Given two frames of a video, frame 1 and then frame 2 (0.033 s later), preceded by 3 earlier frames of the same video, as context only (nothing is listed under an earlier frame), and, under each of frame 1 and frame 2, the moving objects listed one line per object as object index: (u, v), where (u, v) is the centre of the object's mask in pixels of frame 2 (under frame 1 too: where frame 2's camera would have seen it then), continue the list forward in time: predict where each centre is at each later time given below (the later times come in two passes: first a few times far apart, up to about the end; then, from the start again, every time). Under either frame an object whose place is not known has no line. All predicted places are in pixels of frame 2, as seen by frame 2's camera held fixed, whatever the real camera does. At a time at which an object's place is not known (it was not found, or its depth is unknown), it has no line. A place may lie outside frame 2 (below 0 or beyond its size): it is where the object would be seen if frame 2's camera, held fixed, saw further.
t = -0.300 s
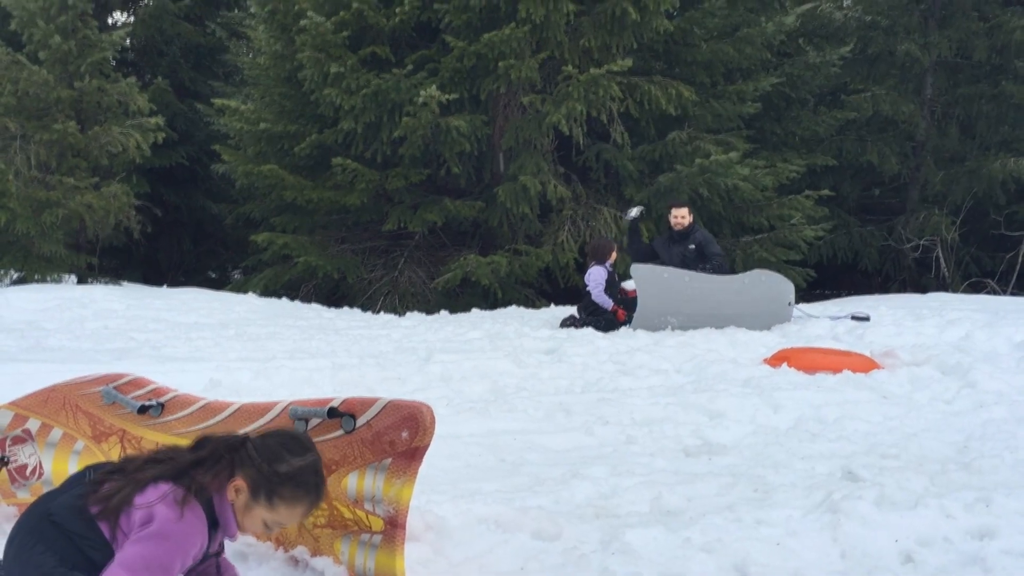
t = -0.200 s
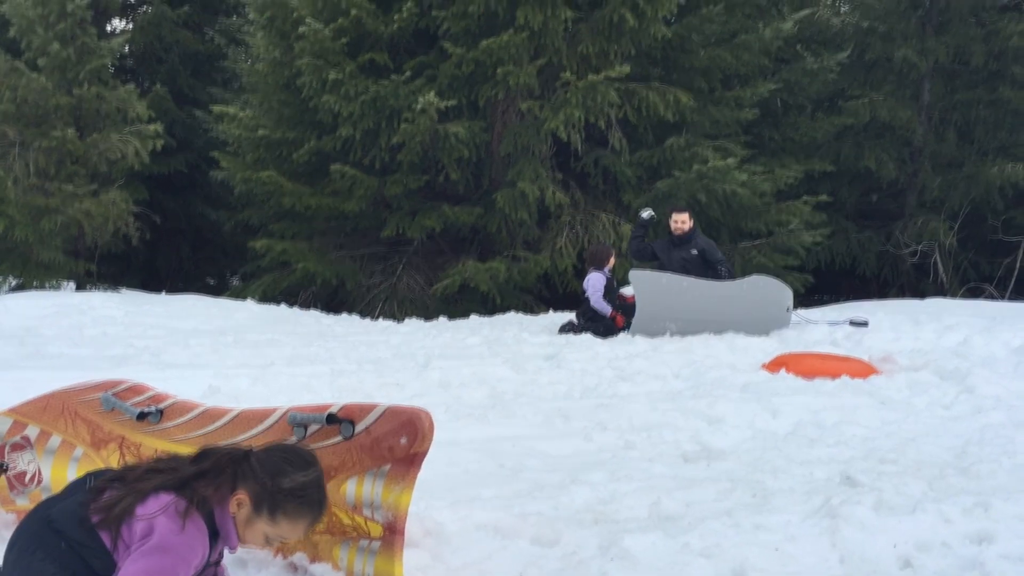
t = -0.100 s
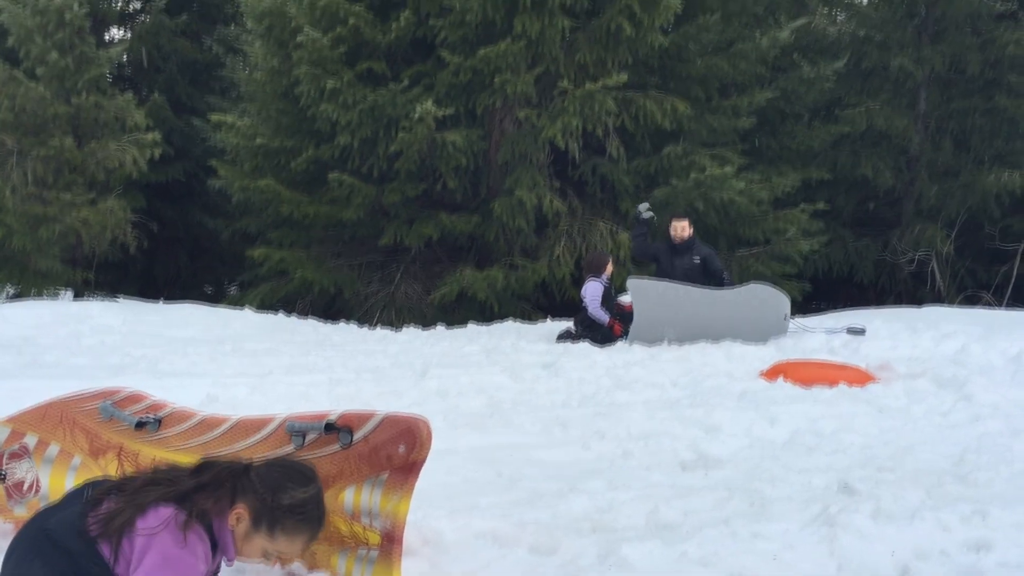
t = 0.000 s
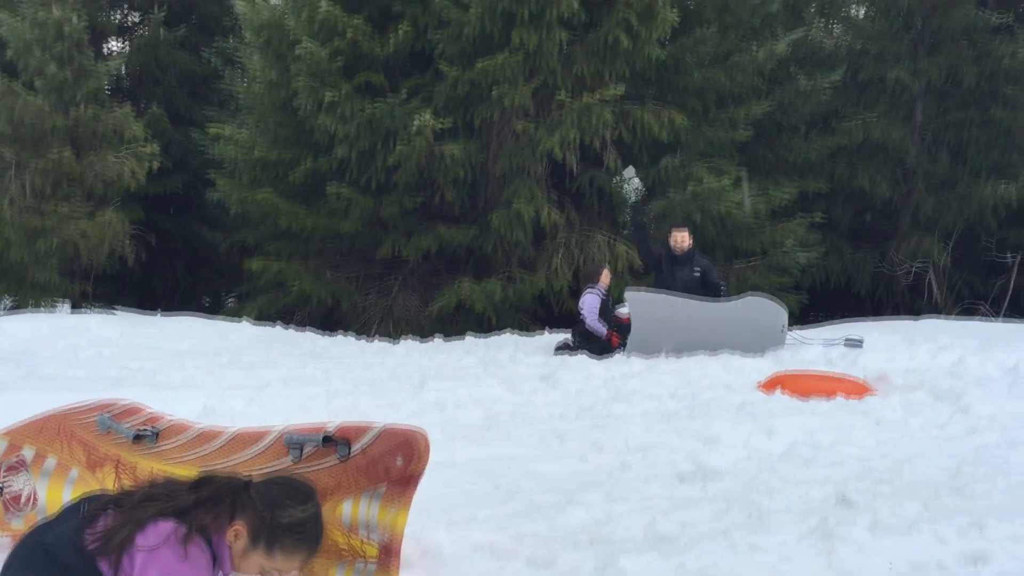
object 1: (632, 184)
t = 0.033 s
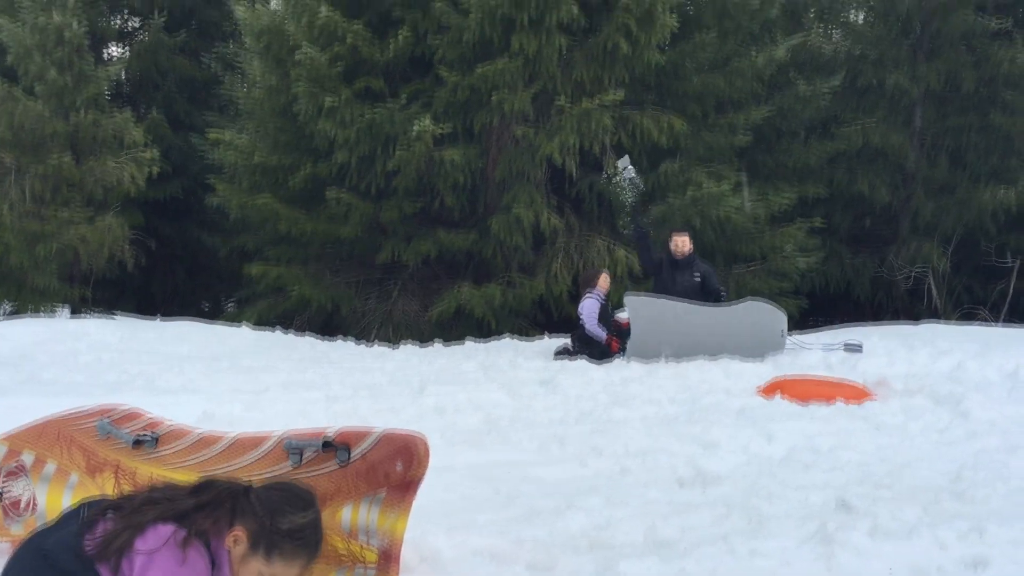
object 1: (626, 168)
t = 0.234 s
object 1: (590, 92)
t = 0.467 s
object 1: (516, 61)
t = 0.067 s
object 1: (621, 153)
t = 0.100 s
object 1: (616, 139)
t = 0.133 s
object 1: (611, 125)
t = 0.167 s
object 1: (605, 113)
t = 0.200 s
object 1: (598, 102)
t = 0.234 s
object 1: (590, 92)
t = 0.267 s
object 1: (583, 82)
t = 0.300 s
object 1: (574, 74)
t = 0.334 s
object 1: (564, 68)
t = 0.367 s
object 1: (554, 63)
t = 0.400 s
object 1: (543, 60)
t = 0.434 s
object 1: (530, 60)
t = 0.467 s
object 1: (516, 61)
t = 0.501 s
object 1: (502, 64)
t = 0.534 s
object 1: (482, 71)
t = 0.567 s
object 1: (462, 83)
